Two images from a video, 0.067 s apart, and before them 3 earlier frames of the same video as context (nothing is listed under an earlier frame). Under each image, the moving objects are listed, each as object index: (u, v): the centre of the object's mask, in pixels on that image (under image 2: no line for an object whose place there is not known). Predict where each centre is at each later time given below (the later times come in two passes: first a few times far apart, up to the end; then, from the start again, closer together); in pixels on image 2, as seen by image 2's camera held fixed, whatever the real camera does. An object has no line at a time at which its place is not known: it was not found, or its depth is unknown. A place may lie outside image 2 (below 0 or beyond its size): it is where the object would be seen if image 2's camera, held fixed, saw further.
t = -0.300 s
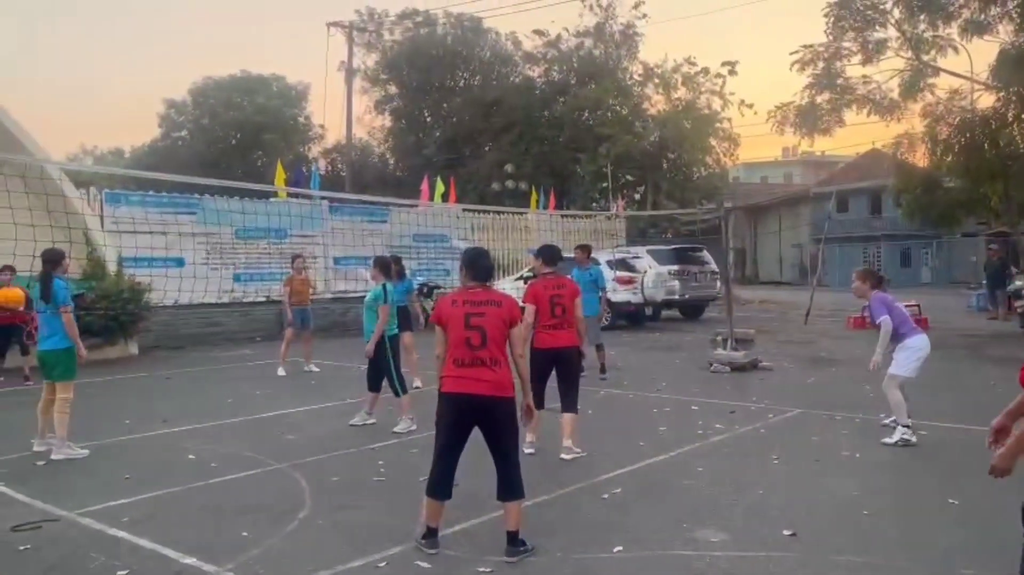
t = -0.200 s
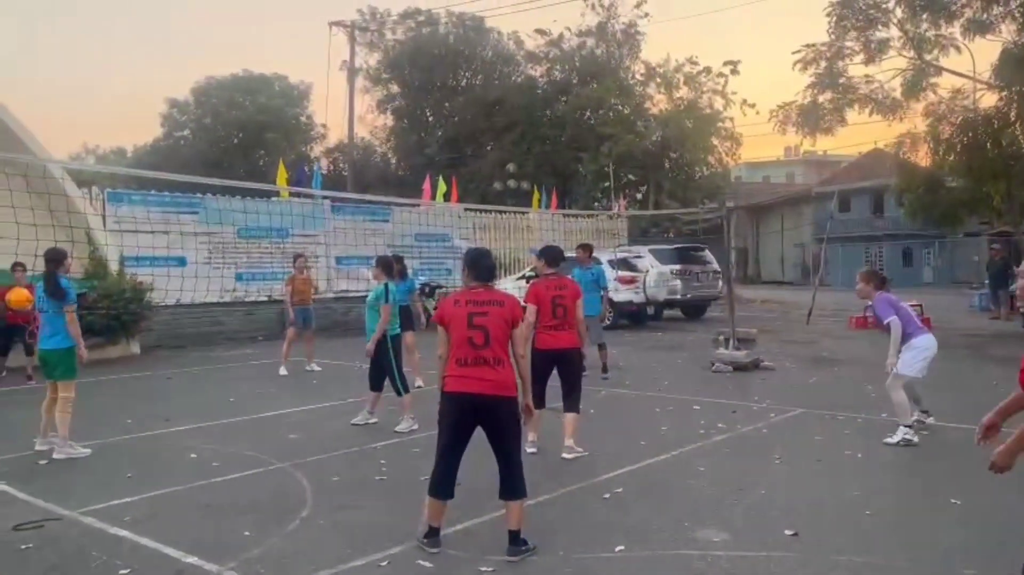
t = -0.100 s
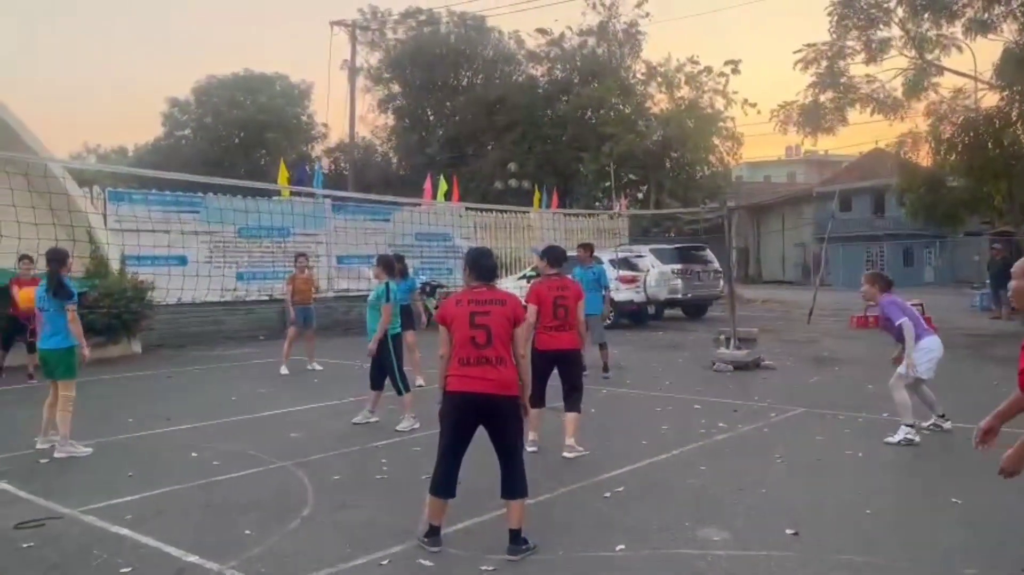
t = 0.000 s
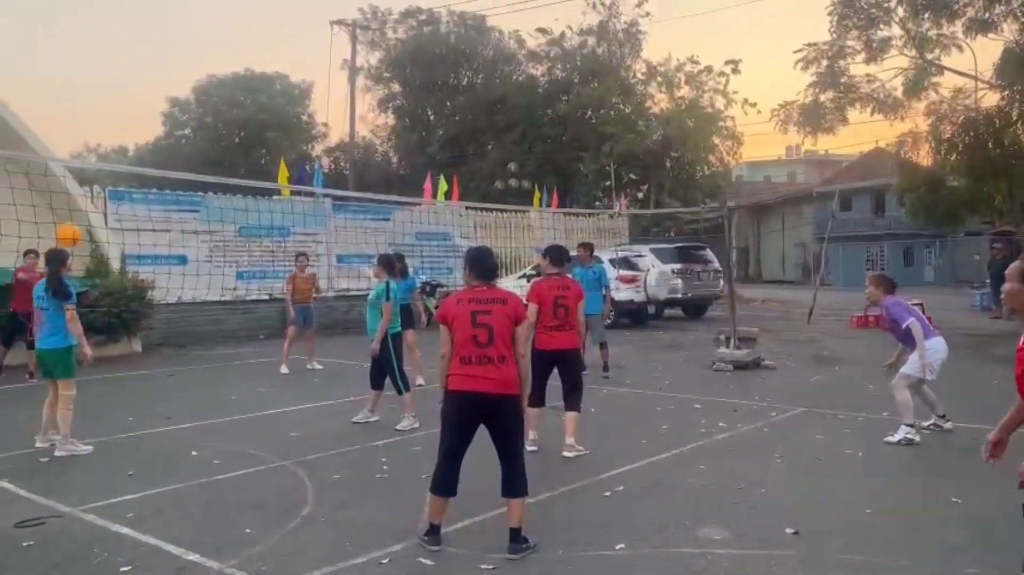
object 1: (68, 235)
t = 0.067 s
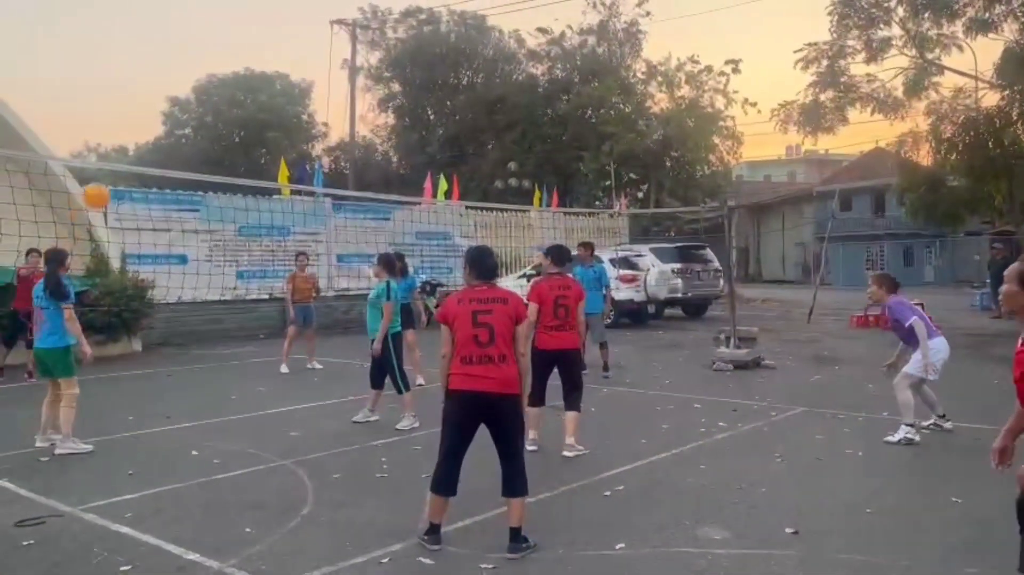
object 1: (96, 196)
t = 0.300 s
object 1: (202, 90)
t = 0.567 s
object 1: (336, 29)
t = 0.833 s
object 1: (493, 58)
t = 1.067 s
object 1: (654, 166)
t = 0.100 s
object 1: (110, 179)
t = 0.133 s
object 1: (125, 157)
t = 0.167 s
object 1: (140, 146)
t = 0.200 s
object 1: (156, 130)
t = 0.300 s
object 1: (202, 90)
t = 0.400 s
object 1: (250, 58)
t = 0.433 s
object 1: (267, 49)
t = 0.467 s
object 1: (284, 42)
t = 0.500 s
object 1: (302, 36)
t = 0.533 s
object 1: (319, 32)
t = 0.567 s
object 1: (336, 29)
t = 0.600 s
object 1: (355, 27)
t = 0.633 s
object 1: (373, 26)
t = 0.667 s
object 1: (392, 28)
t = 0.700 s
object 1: (412, 30)
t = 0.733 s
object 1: (432, 35)
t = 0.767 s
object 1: (451, 41)
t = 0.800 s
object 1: (472, 47)
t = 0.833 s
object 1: (493, 58)
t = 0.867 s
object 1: (513, 69)
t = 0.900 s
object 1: (536, 81)
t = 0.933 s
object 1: (559, 94)
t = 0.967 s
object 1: (581, 110)
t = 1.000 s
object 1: (604, 127)
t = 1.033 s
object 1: (629, 145)
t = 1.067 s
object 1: (654, 166)
